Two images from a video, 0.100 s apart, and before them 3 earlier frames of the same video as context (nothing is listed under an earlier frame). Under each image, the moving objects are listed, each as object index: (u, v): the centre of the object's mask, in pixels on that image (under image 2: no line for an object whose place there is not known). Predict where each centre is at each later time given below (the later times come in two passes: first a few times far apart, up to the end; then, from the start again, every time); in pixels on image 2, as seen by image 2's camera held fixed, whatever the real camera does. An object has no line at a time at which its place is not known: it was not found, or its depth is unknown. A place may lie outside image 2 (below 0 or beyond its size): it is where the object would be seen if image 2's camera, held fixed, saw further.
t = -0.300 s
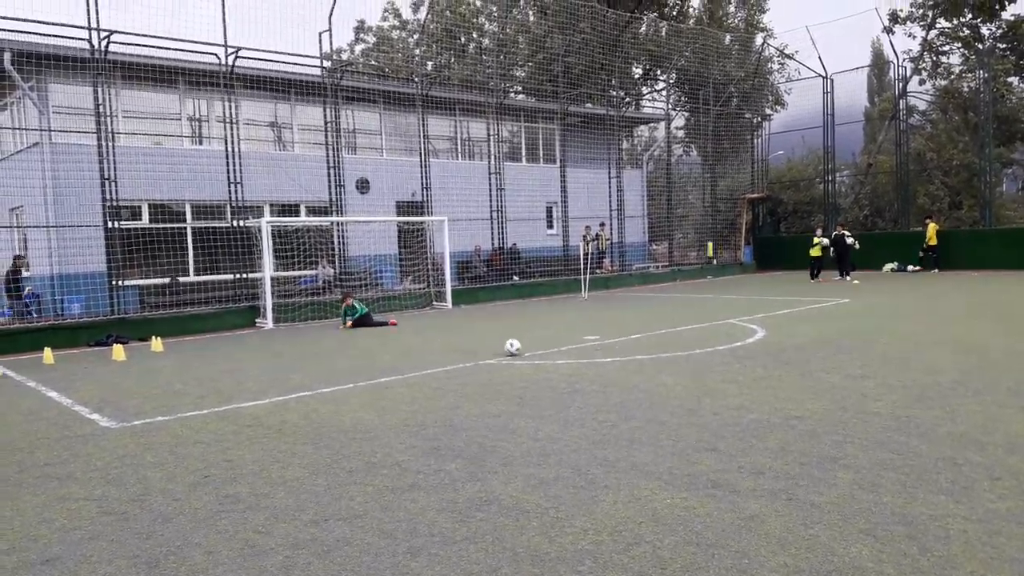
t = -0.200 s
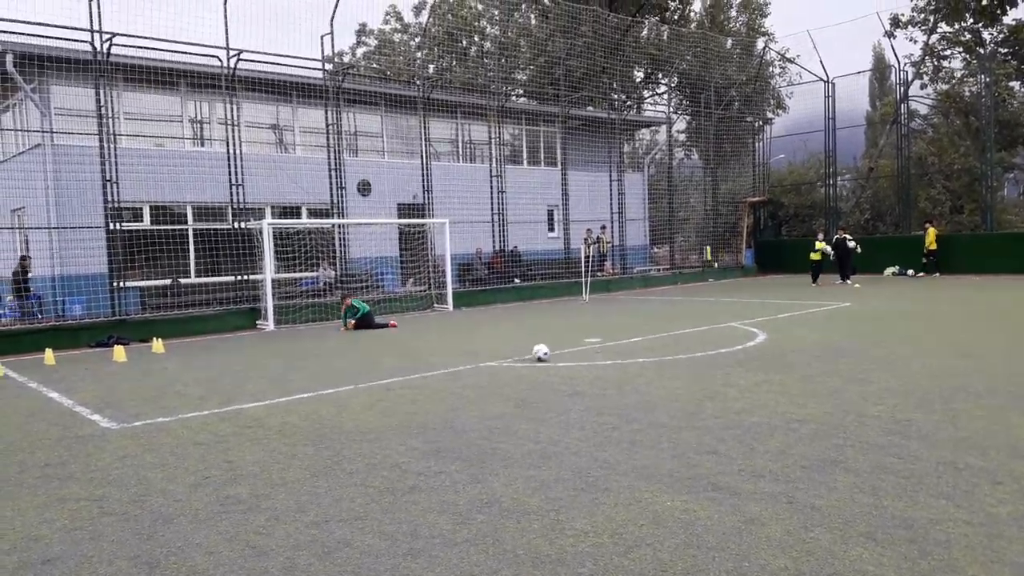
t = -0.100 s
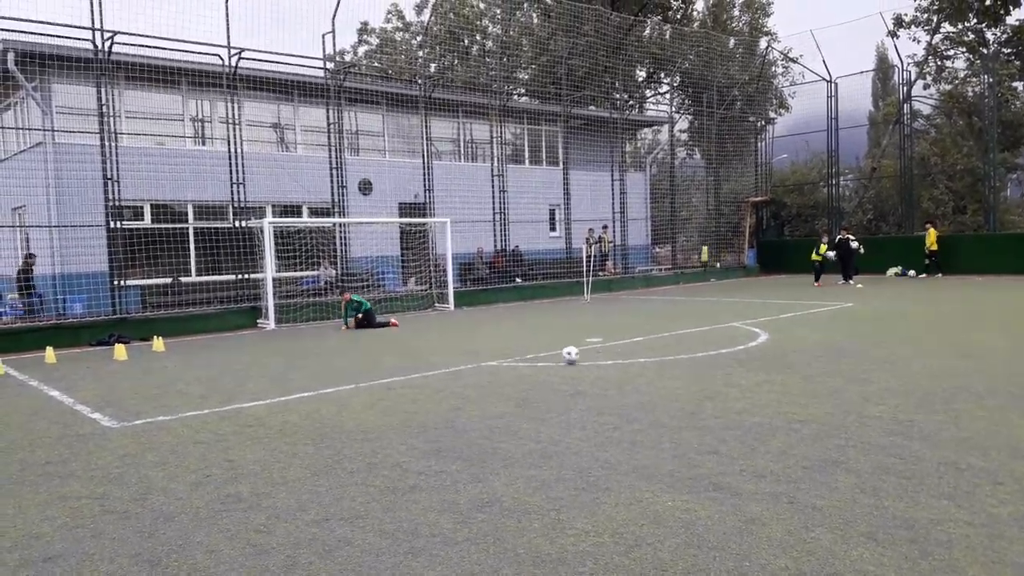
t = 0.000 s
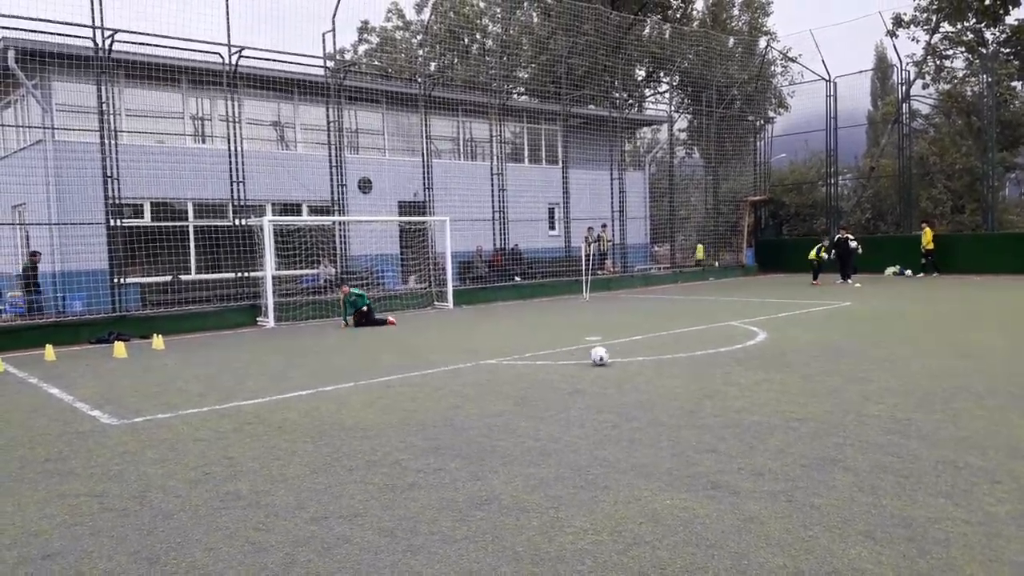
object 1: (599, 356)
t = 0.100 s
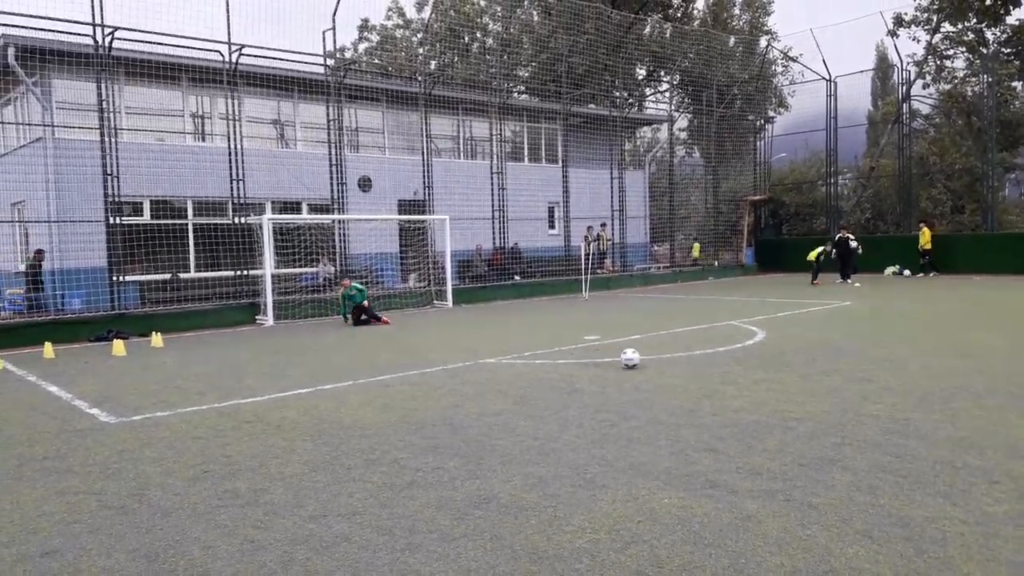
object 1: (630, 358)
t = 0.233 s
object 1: (675, 363)
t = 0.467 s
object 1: (765, 372)
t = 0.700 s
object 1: (868, 382)
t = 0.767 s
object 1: (901, 385)
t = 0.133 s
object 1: (641, 359)
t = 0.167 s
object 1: (652, 361)
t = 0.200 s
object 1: (663, 362)
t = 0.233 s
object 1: (675, 363)
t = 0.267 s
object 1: (687, 364)
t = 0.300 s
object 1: (699, 366)
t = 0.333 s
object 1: (713, 367)
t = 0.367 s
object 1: (725, 369)
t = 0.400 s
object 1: (737, 370)
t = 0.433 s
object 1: (751, 370)
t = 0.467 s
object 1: (765, 372)
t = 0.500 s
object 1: (778, 374)
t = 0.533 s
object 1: (793, 375)
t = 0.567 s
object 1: (807, 376)
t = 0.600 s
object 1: (822, 378)
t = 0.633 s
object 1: (837, 379)
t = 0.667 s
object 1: (853, 381)
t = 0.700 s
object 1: (868, 382)
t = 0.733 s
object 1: (885, 383)
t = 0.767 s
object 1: (901, 385)
